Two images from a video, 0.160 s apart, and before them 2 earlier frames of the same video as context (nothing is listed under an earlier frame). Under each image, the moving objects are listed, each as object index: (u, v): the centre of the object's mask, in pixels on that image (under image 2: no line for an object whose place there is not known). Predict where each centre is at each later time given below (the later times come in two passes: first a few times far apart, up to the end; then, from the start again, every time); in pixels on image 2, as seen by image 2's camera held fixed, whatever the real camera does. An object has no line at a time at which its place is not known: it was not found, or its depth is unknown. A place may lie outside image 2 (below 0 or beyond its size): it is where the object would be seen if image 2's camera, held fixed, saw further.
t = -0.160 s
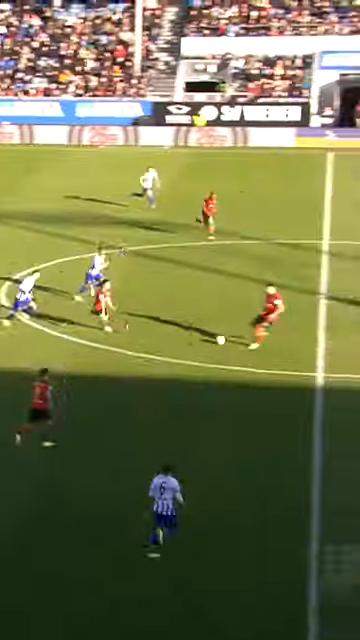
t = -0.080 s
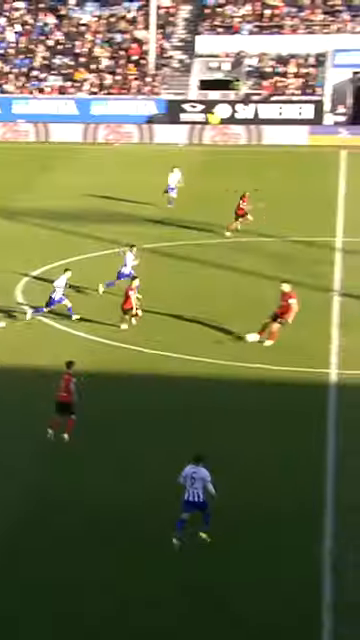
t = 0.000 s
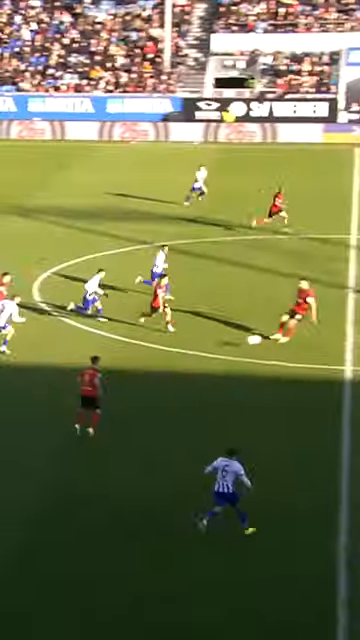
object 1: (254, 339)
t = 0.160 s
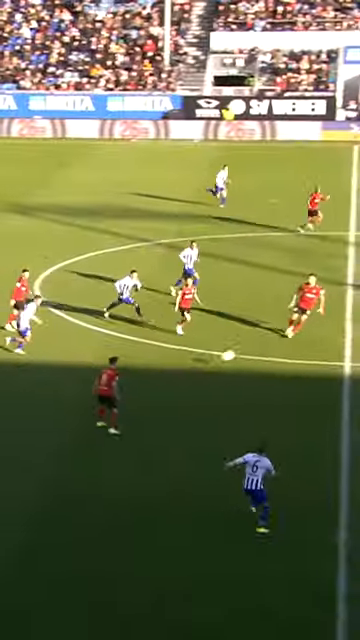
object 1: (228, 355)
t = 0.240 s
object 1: (213, 369)
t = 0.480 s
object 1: (182, 401)
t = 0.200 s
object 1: (221, 362)
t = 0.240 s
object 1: (213, 369)
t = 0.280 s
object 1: (205, 377)
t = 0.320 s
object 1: (200, 386)
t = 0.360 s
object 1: (195, 389)
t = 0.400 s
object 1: (190, 392)
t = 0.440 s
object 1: (186, 396)
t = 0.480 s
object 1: (182, 401)
